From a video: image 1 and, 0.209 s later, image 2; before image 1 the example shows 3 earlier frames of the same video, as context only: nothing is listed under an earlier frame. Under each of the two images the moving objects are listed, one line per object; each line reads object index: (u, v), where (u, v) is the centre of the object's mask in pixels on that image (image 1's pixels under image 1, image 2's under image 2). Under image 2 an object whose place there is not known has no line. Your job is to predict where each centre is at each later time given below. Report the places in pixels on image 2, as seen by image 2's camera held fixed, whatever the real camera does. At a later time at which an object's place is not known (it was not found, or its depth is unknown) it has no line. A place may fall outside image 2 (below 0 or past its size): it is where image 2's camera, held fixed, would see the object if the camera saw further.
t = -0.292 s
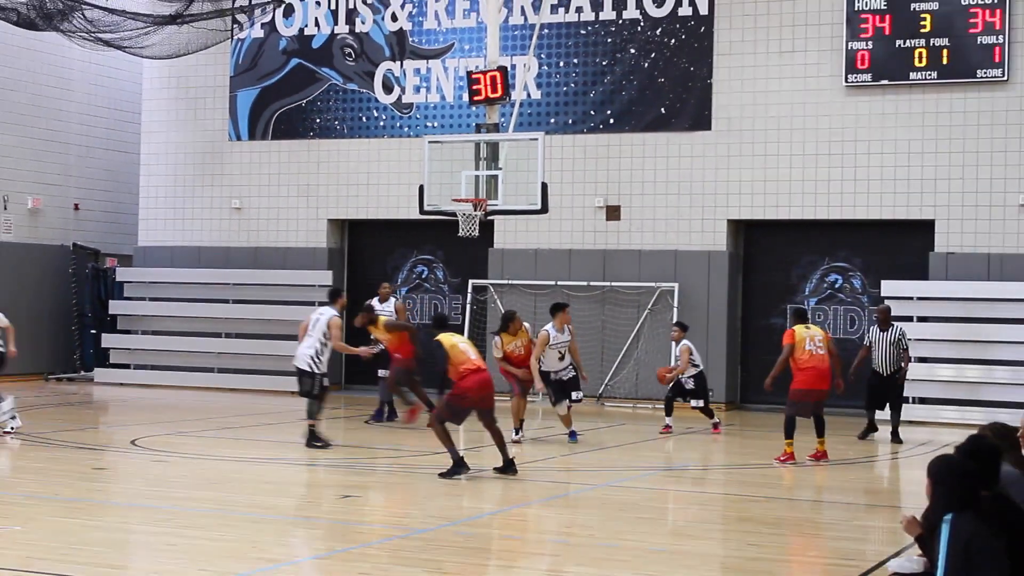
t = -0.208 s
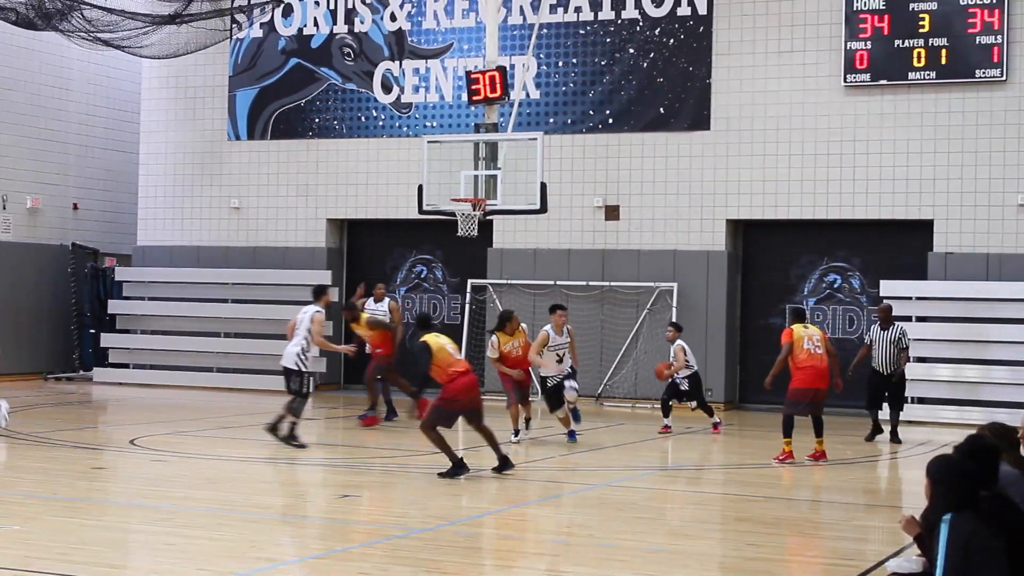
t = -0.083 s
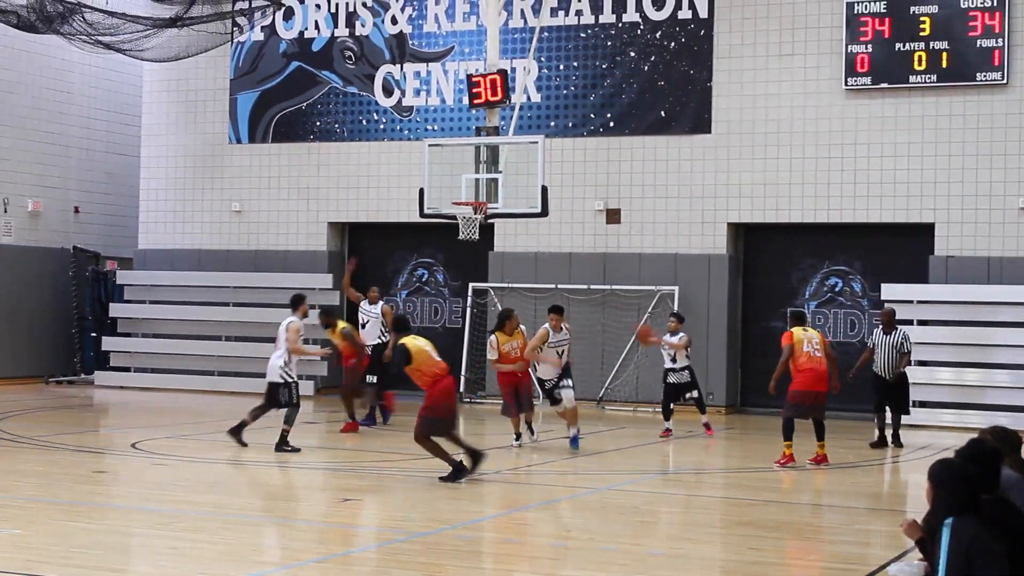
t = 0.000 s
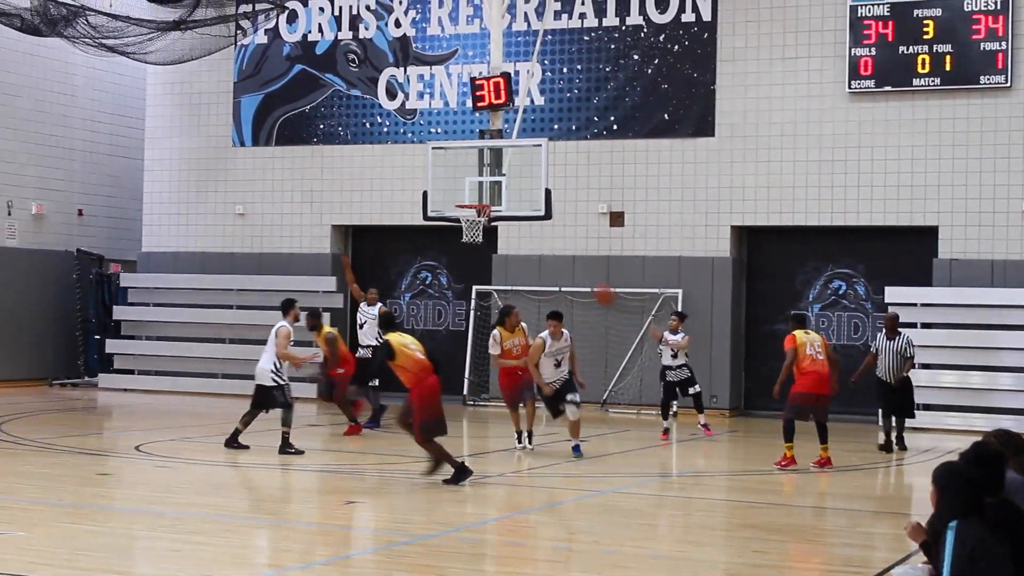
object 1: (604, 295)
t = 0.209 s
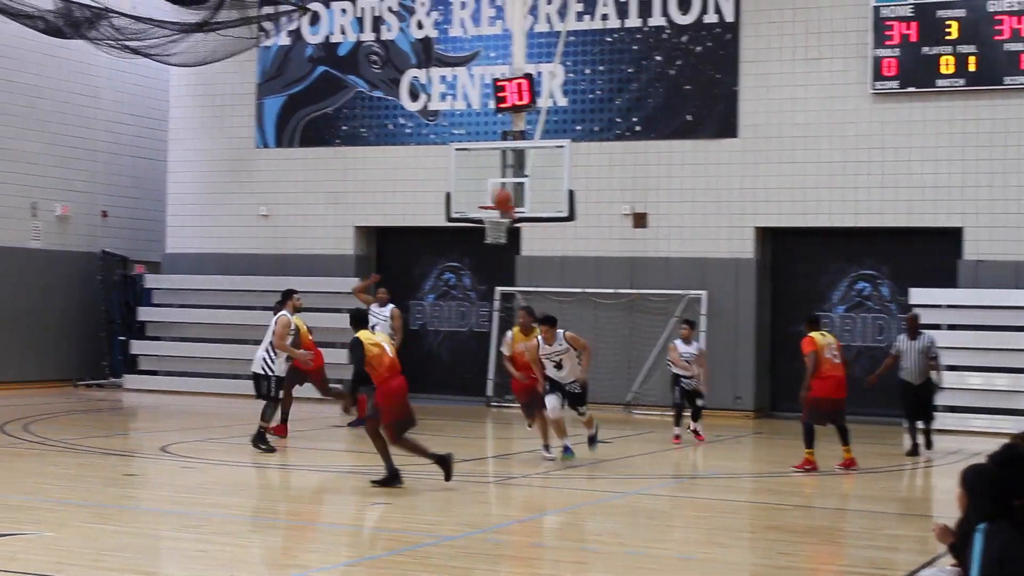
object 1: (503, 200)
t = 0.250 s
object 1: (475, 181)
